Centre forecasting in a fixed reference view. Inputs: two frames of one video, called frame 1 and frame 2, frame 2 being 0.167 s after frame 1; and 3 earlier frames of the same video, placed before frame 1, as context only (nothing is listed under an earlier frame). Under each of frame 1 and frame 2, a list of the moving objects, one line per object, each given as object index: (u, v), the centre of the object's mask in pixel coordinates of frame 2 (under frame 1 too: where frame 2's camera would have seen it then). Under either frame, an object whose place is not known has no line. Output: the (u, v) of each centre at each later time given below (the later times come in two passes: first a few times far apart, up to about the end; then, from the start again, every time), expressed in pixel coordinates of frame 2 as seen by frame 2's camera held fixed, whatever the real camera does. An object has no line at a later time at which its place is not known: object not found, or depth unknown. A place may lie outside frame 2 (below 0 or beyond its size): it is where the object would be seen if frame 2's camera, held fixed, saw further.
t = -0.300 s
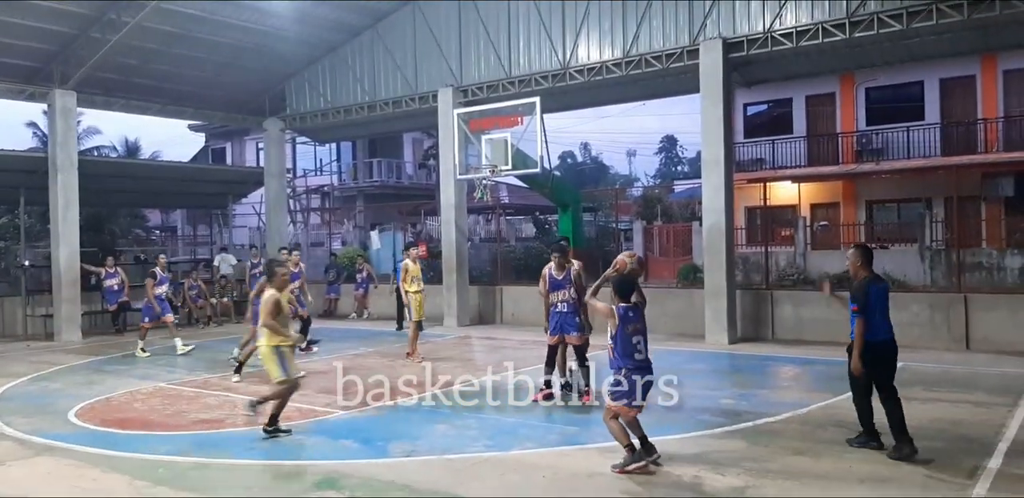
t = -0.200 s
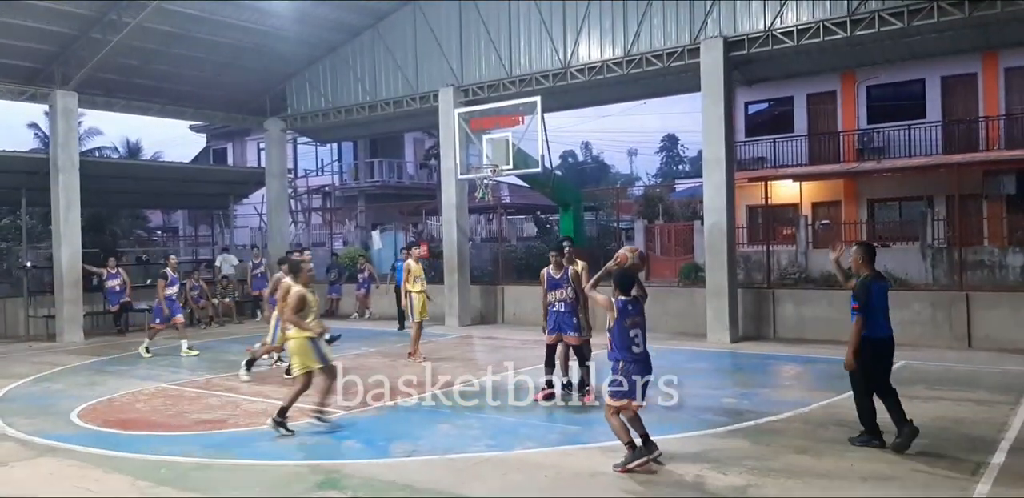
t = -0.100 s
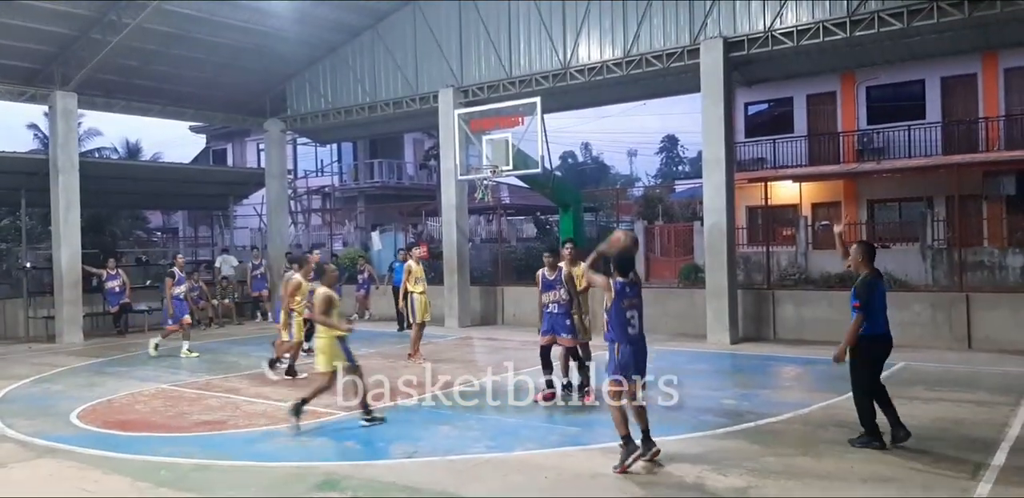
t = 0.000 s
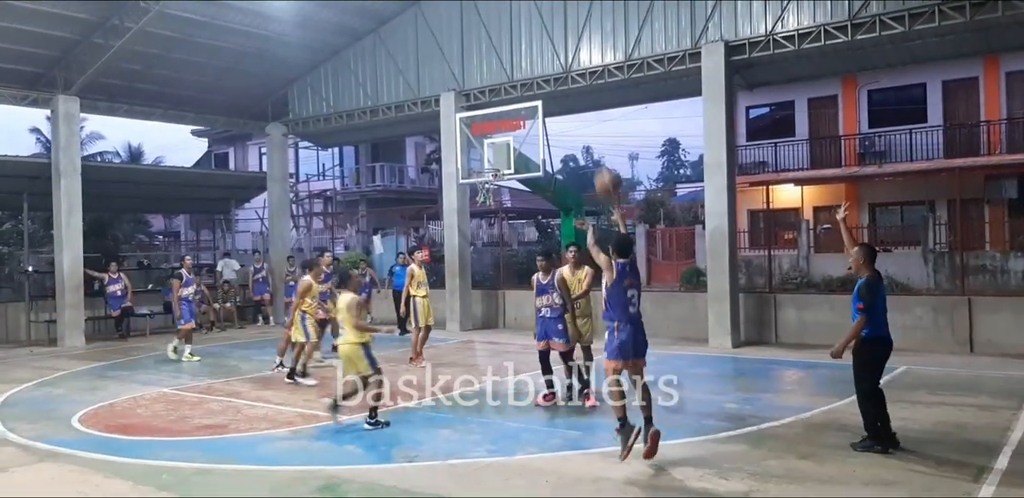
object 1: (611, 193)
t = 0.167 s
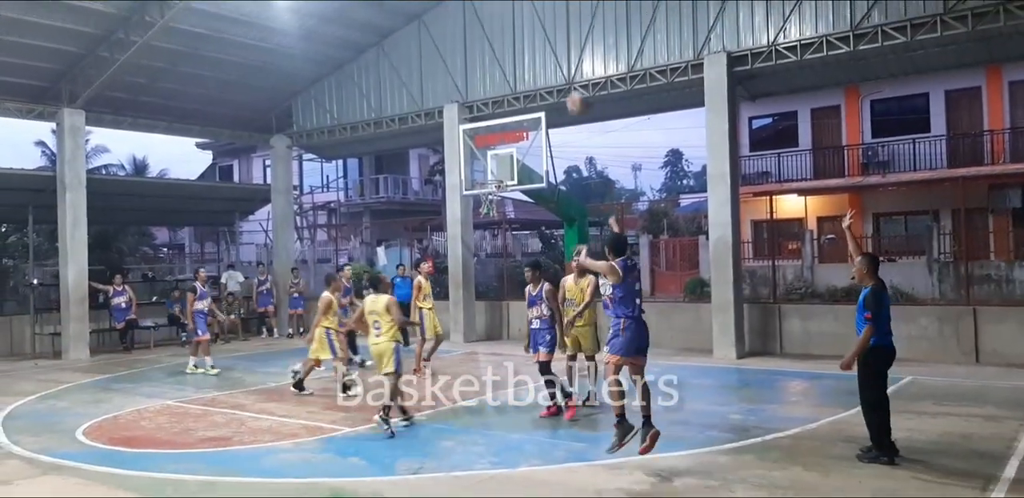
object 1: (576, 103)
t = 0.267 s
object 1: (564, 73)
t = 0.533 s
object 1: (530, 46)
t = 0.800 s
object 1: (506, 73)
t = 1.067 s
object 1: (489, 137)
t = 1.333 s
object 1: (476, 152)
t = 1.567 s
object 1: (465, 137)
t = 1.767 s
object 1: (457, 148)
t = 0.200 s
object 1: (572, 91)
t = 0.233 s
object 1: (569, 83)
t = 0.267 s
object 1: (564, 73)
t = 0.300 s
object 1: (559, 65)
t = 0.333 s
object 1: (554, 59)
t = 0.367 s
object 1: (550, 54)
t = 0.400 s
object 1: (545, 50)
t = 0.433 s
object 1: (540, 48)
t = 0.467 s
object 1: (537, 46)
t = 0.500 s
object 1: (534, 45)
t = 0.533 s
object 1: (530, 46)
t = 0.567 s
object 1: (526, 47)
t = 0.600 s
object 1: (523, 48)
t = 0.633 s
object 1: (520, 51)
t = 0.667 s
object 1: (517, 53)
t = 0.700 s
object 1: (514, 57)
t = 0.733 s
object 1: (511, 62)
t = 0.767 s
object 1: (509, 67)
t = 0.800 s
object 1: (506, 73)
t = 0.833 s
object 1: (503, 80)
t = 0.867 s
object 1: (501, 86)
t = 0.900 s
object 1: (498, 93)
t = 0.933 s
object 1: (496, 101)
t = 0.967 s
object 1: (494, 109)
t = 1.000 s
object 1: (492, 118)
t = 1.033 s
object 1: (491, 129)
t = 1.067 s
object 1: (489, 137)
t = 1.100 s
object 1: (487, 148)
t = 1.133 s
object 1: (486, 159)
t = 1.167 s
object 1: (485, 170)
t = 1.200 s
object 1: (482, 174)
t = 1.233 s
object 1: (480, 168)
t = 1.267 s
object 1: (479, 162)
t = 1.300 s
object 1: (477, 157)
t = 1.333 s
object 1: (476, 152)
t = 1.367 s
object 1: (474, 147)
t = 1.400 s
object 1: (474, 144)
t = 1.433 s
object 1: (472, 141)
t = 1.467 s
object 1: (470, 139)
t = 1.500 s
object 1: (468, 137)
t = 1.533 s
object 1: (466, 137)
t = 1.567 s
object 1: (465, 137)
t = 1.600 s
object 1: (465, 137)
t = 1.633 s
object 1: (463, 138)
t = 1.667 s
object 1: (461, 140)
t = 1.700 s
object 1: (460, 141)
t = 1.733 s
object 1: (458, 145)
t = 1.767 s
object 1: (457, 148)
